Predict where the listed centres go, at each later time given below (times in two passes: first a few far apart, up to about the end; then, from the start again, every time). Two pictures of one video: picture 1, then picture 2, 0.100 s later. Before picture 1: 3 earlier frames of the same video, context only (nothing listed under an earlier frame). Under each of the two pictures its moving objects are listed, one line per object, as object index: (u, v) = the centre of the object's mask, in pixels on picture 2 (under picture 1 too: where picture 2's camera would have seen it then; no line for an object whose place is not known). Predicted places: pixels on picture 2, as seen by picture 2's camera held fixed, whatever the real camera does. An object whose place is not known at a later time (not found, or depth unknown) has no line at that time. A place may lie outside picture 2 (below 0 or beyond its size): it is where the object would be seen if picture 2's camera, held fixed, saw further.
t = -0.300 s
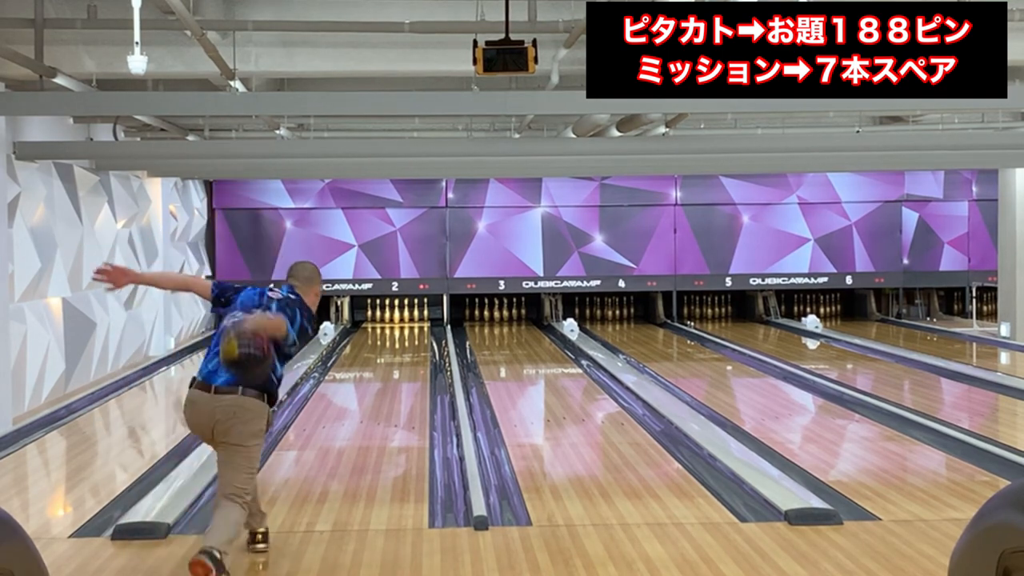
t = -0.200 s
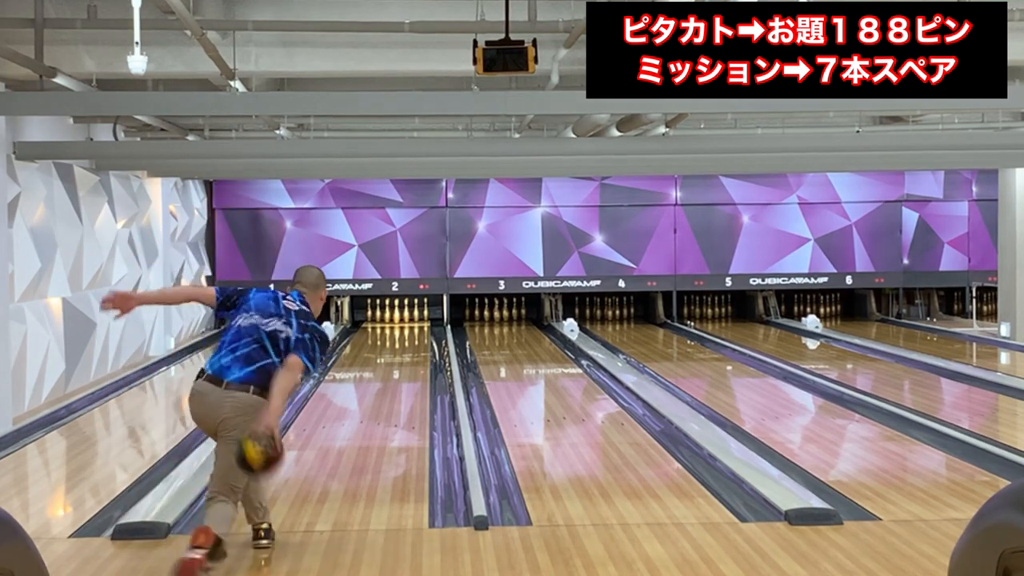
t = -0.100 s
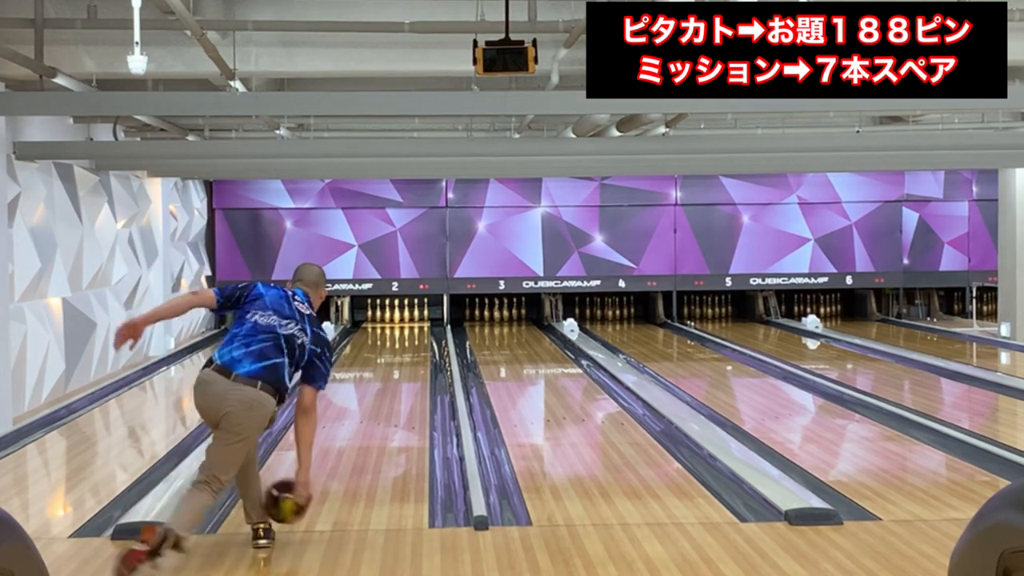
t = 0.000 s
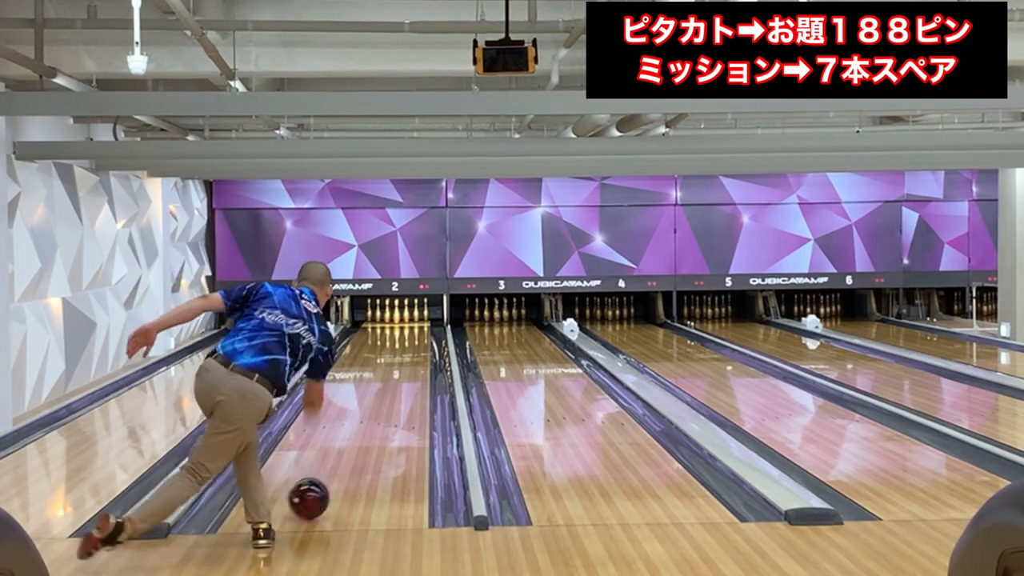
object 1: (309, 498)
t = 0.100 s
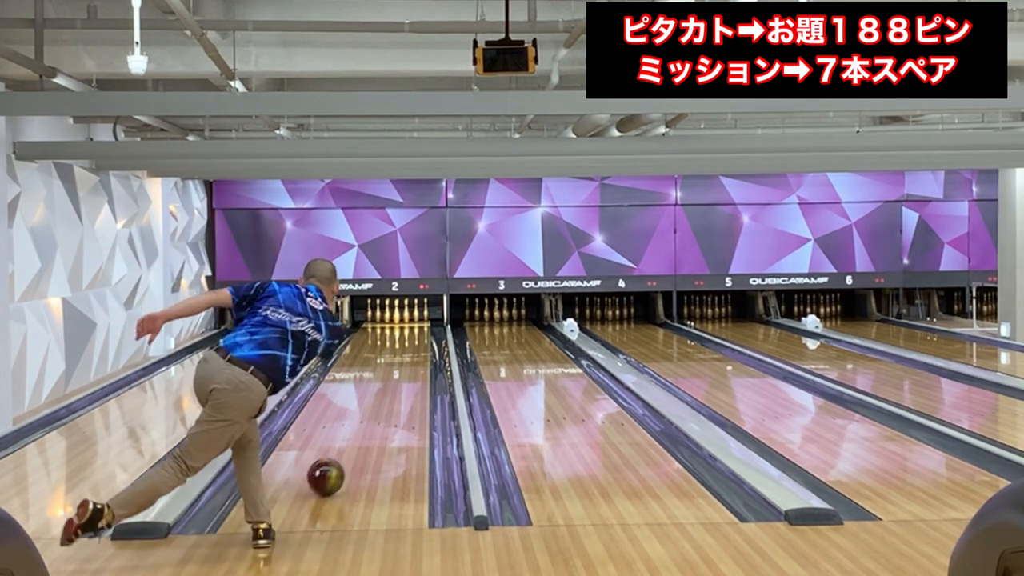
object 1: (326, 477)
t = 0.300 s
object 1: (352, 442)
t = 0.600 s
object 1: (379, 405)
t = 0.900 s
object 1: (396, 379)
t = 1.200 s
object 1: (406, 361)
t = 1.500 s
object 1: (411, 346)
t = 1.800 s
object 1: (411, 335)
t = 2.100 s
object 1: (407, 326)
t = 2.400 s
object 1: (398, 320)
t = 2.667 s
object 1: (395, 315)
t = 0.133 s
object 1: (331, 470)
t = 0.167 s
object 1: (336, 464)
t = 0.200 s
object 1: (340, 458)
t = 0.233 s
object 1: (344, 452)
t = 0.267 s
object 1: (348, 448)
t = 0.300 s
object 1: (352, 442)
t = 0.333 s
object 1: (356, 437)
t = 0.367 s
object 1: (359, 432)
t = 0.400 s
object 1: (362, 427)
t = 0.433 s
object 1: (366, 424)
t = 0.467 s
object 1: (368, 419)
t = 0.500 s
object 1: (371, 415)
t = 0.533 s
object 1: (374, 412)
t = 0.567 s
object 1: (377, 408)
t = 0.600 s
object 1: (379, 405)
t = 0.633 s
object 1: (381, 402)
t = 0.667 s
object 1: (383, 398)
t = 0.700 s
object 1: (385, 395)
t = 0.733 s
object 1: (387, 392)
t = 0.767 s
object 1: (389, 390)
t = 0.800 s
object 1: (391, 387)
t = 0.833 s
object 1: (393, 384)
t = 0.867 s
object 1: (394, 381)
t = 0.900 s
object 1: (396, 379)
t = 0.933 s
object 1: (397, 377)
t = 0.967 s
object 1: (399, 375)
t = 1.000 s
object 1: (400, 372)
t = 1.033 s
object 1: (401, 370)
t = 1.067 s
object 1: (402, 368)
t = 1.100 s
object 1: (404, 366)
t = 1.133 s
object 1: (405, 364)
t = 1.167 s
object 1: (405, 362)
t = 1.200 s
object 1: (406, 361)
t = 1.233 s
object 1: (407, 359)
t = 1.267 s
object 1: (408, 357)
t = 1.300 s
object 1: (409, 355)
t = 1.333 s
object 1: (409, 354)
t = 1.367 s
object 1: (409, 352)
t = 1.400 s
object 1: (410, 351)
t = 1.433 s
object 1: (410, 349)
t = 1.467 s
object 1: (411, 347)
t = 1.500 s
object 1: (411, 346)
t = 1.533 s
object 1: (411, 345)
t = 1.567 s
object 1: (411, 343)
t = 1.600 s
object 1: (411, 342)
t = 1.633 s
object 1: (412, 341)
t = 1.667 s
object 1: (412, 340)
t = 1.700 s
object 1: (412, 338)
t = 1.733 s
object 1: (411, 337)
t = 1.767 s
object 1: (411, 335)
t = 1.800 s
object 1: (411, 335)
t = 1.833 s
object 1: (412, 334)
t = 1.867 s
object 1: (411, 333)
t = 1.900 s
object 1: (411, 332)
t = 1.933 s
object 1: (410, 330)
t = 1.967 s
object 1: (410, 329)
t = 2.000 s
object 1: (409, 329)
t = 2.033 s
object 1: (409, 328)
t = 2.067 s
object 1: (408, 327)
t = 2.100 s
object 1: (407, 326)
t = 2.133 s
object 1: (407, 325)
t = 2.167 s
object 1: (406, 324)
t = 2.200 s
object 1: (405, 324)
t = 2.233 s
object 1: (404, 323)
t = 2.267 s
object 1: (403, 322)
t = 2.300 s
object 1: (402, 321)
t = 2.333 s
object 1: (400, 321)
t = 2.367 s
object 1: (399, 320)
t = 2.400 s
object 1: (398, 320)
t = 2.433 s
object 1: (397, 318)
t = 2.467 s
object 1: (396, 318)
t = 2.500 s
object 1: (395, 317)
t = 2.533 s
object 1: (395, 315)
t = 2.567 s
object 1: (393, 315)
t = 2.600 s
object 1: (394, 316)
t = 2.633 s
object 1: (393, 315)
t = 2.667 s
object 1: (395, 315)
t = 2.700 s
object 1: (393, 315)
